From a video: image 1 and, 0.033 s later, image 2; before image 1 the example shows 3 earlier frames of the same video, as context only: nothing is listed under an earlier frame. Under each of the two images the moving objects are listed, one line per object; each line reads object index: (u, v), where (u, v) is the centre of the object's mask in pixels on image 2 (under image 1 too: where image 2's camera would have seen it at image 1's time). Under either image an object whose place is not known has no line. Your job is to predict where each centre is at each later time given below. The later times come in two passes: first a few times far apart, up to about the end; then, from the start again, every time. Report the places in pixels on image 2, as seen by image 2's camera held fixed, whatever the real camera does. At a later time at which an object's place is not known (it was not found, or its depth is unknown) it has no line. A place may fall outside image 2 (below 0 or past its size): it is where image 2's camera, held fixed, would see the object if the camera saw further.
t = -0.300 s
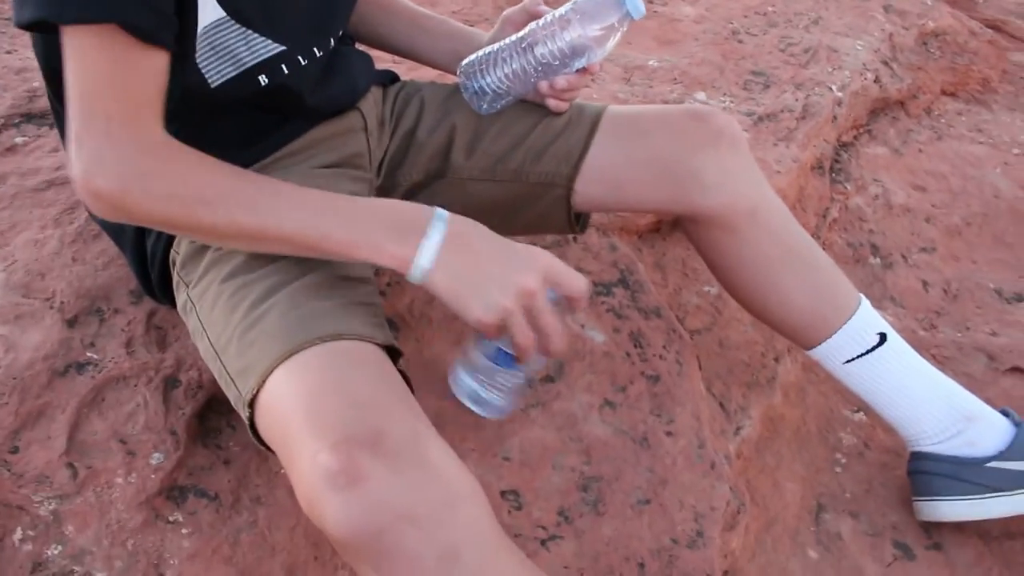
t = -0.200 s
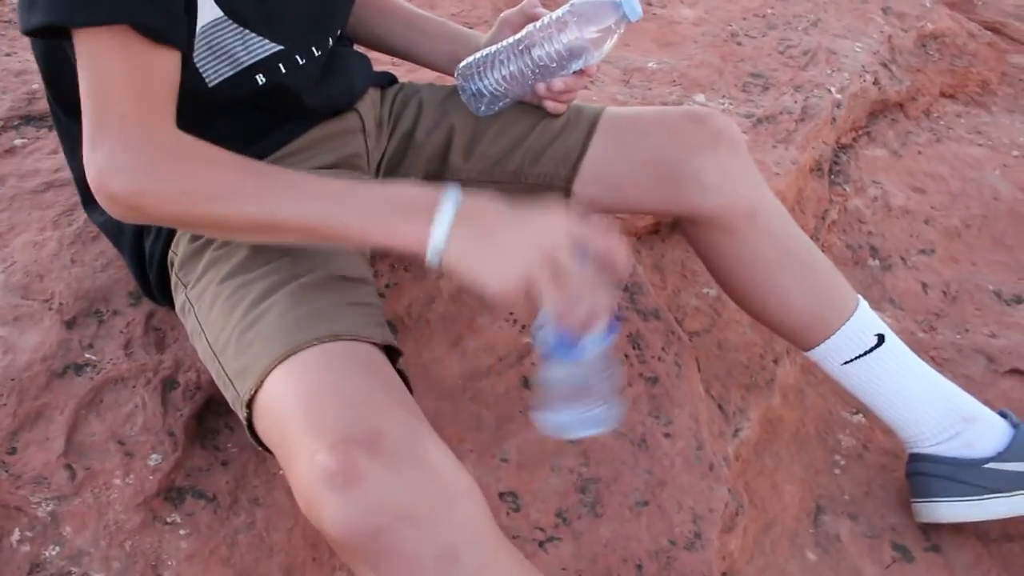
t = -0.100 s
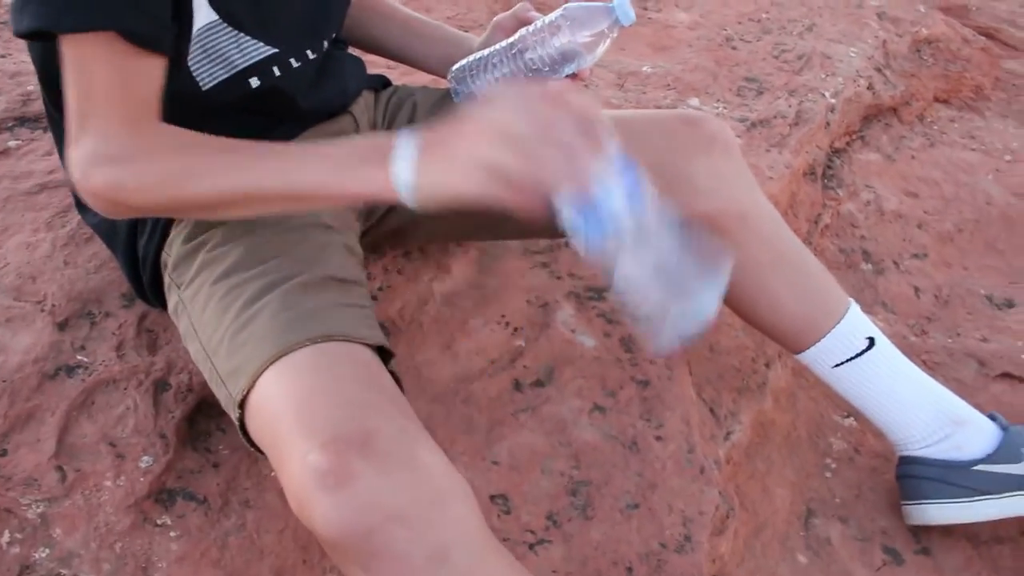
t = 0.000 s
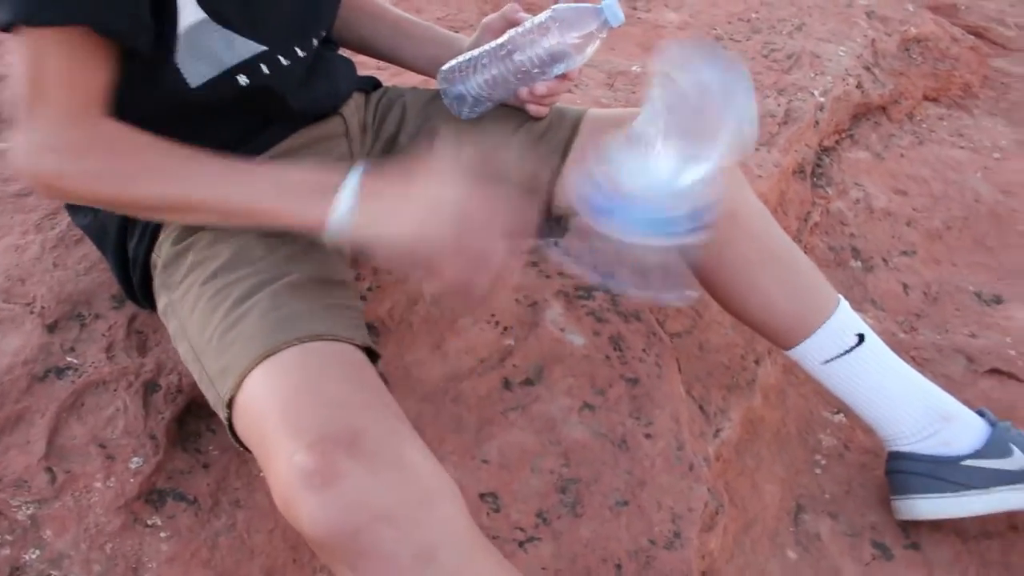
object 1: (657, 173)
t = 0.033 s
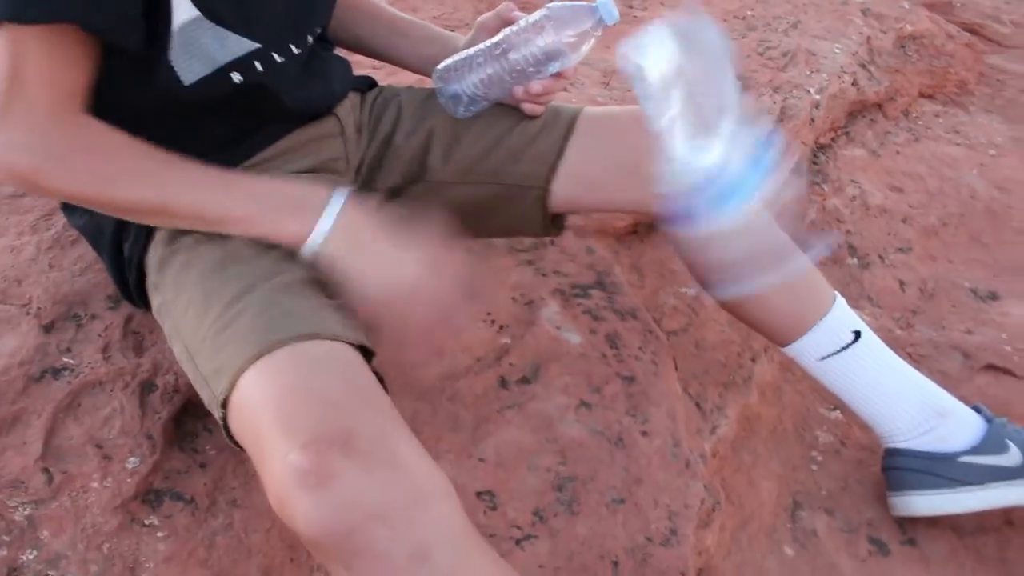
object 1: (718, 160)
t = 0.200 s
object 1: (725, 143)
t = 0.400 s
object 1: (658, 388)
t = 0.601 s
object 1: (620, 372)
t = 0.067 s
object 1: (763, 119)
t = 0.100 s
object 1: (766, 88)
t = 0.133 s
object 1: (755, 85)
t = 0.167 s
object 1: (738, 105)
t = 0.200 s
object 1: (725, 143)
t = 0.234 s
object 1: (712, 193)
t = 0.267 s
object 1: (694, 255)
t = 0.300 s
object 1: (680, 320)
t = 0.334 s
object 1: (665, 374)
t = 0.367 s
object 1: (660, 388)
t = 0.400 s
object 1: (658, 388)
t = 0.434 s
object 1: (655, 384)
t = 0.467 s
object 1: (651, 380)
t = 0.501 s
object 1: (646, 377)
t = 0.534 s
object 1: (640, 374)
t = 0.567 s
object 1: (630, 371)
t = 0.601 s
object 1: (620, 372)
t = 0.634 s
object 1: (607, 378)
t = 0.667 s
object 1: (610, 381)
